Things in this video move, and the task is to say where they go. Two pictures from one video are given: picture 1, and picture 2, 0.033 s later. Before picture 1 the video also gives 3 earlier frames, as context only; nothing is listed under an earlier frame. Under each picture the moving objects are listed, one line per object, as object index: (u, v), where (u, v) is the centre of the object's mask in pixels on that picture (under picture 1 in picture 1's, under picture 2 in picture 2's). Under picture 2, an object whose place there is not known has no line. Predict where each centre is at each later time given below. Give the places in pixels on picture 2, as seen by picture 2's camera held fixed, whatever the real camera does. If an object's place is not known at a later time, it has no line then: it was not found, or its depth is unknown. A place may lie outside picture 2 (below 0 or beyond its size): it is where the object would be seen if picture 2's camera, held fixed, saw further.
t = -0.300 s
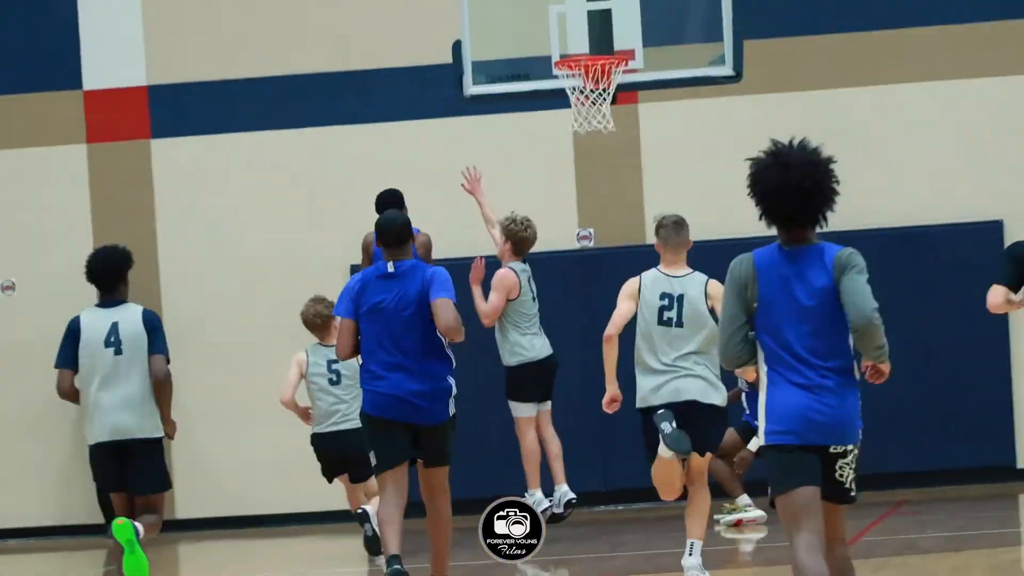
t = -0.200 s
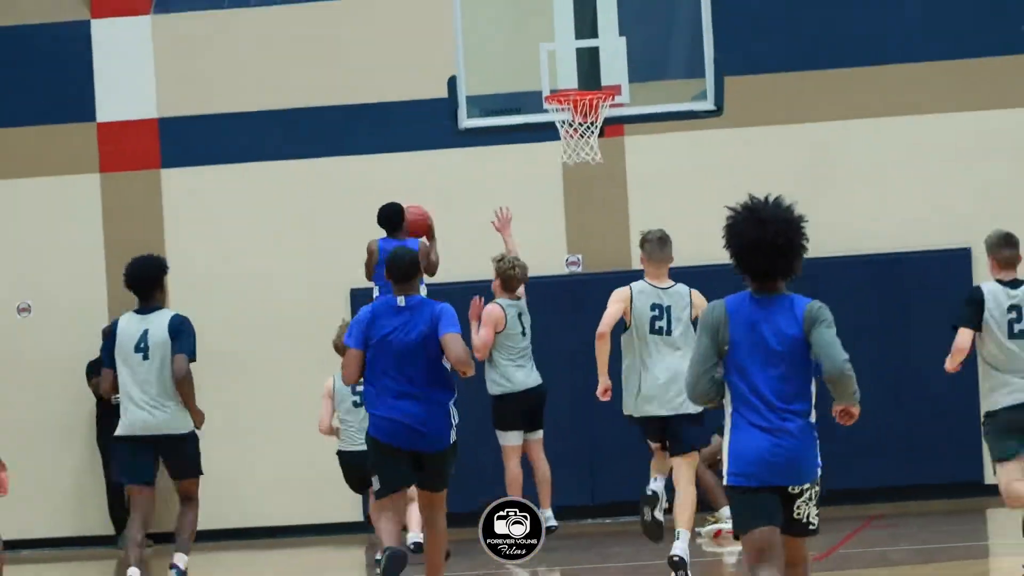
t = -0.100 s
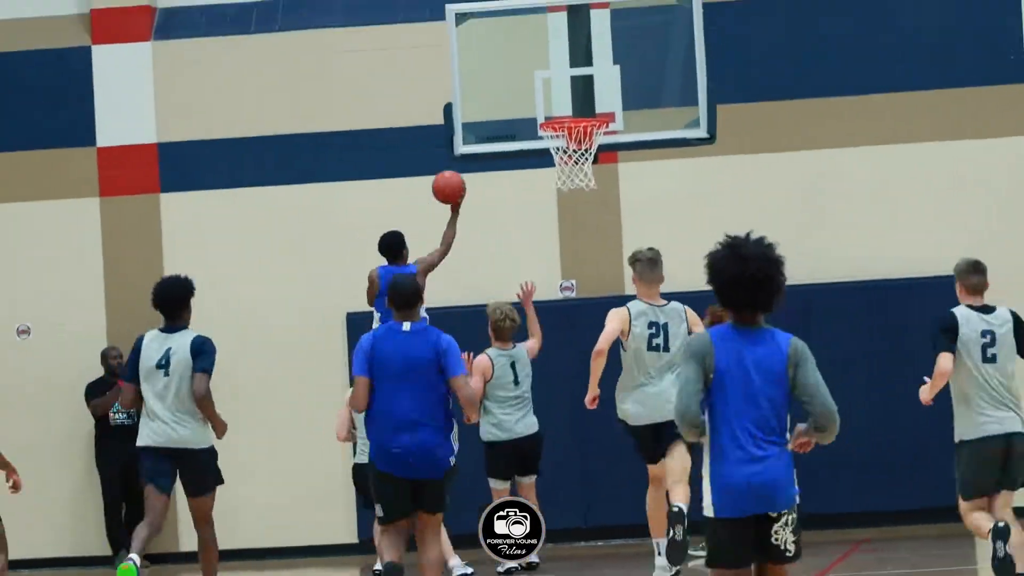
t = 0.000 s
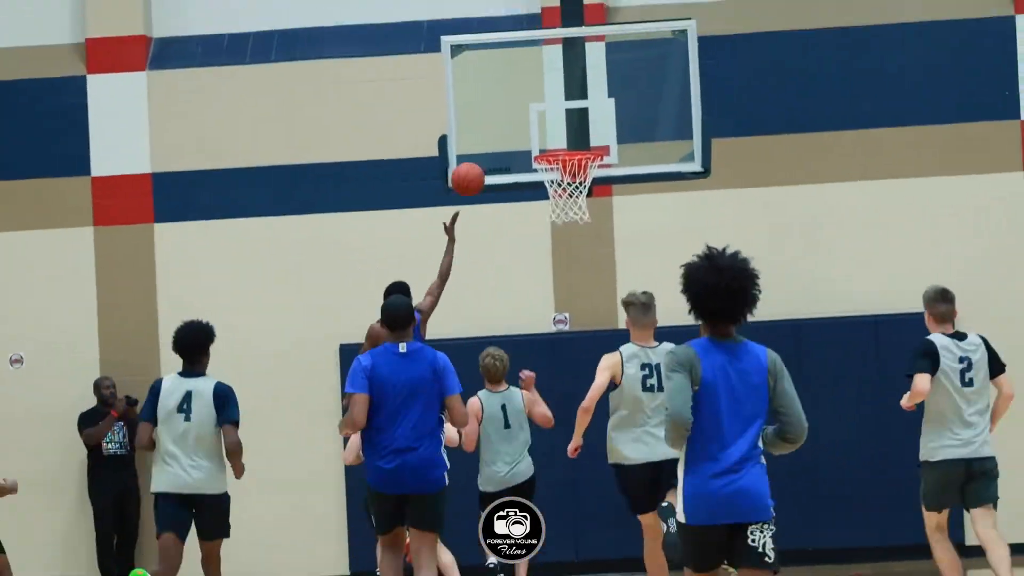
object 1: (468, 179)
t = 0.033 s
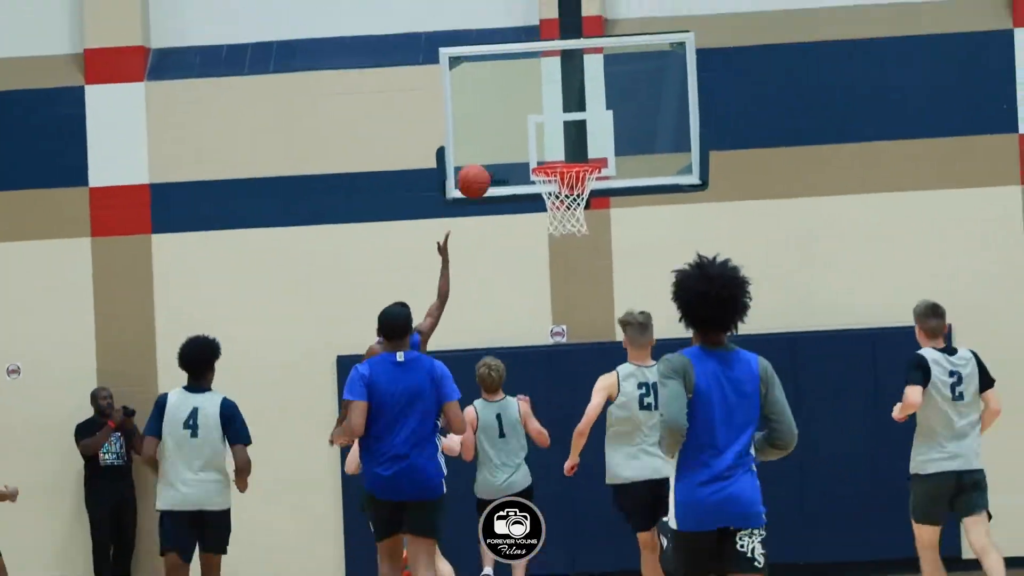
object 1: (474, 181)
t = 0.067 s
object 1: (481, 172)
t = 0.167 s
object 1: (505, 156)
